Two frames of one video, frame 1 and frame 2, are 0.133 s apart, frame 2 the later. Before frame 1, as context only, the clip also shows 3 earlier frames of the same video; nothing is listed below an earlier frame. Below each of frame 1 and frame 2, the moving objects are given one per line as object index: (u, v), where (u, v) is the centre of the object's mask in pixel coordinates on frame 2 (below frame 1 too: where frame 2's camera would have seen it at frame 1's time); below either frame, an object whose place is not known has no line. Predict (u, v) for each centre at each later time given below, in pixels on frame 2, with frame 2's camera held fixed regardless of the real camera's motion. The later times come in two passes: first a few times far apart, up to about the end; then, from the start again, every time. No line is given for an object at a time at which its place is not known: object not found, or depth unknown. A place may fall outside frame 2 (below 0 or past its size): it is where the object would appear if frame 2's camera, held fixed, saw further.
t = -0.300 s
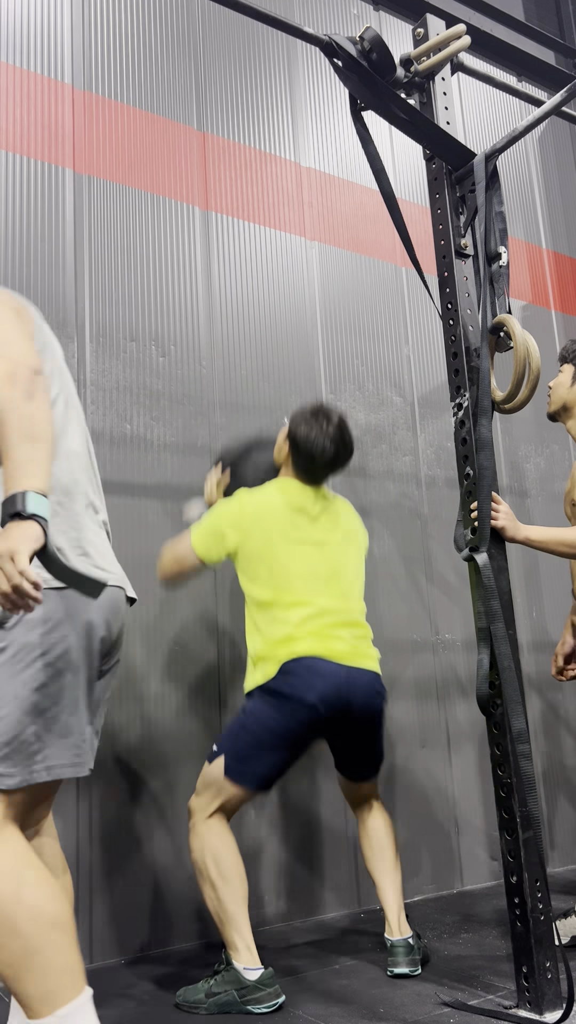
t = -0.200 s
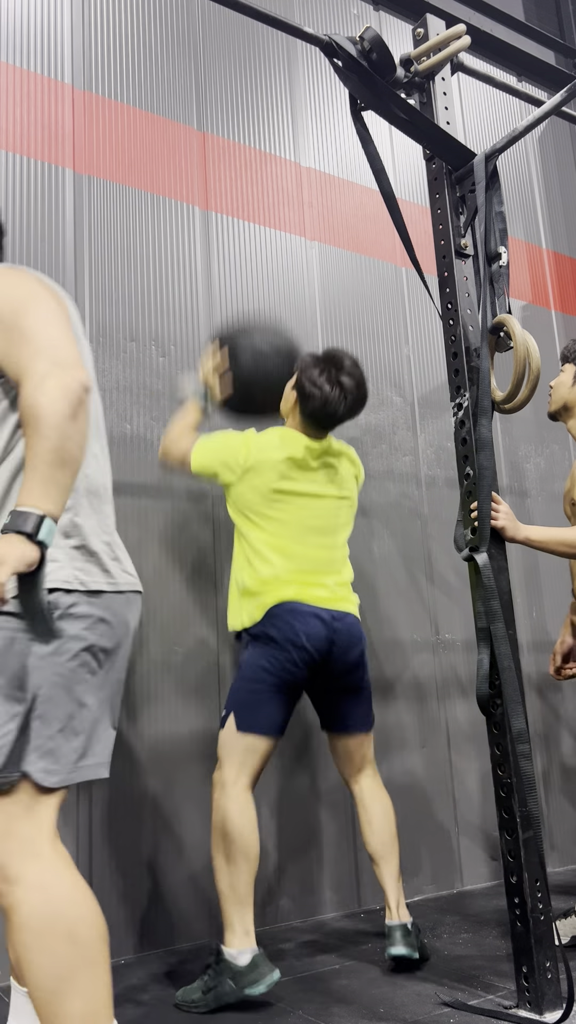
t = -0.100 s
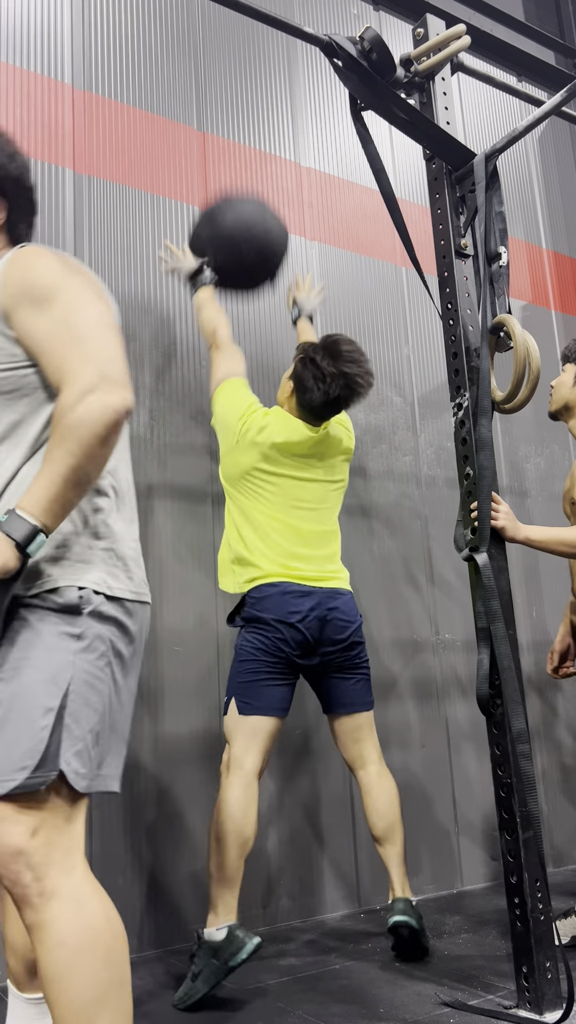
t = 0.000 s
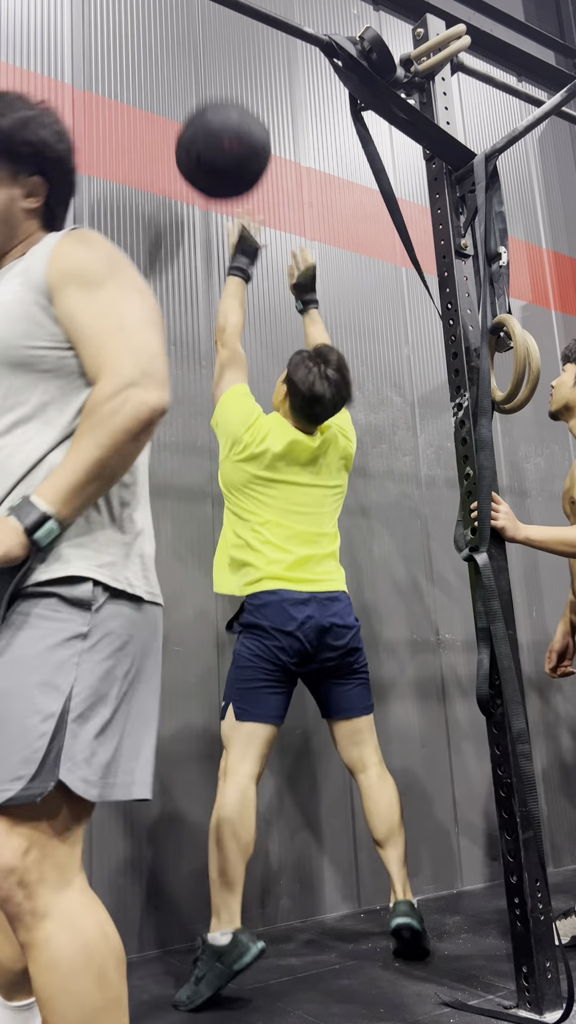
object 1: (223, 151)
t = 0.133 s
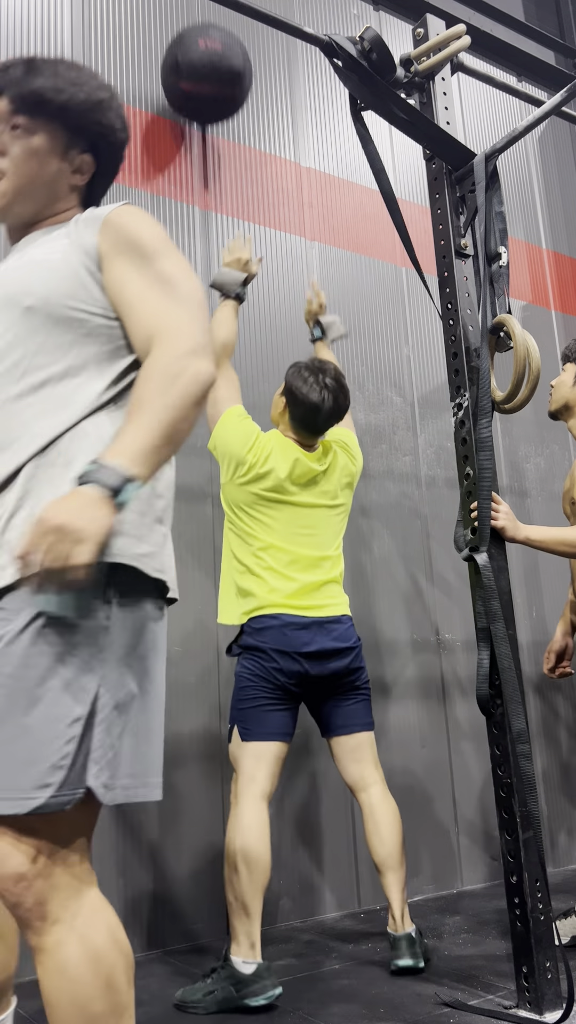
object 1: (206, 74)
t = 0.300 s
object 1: (193, 43)
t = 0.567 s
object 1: (201, 60)
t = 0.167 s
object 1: (203, 62)
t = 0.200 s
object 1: (199, 54)
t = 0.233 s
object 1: (195, 51)
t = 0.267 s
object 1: (193, 47)
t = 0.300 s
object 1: (193, 43)
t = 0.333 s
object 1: (193, 41)
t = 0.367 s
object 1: (195, 37)
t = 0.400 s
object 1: (196, 36)
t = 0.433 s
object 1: (197, 37)
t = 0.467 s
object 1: (197, 39)
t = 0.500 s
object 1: (199, 43)
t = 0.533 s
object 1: (200, 49)
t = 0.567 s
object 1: (201, 60)
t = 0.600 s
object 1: (203, 74)
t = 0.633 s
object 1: (204, 91)
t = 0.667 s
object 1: (206, 113)
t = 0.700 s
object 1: (207, 136)
